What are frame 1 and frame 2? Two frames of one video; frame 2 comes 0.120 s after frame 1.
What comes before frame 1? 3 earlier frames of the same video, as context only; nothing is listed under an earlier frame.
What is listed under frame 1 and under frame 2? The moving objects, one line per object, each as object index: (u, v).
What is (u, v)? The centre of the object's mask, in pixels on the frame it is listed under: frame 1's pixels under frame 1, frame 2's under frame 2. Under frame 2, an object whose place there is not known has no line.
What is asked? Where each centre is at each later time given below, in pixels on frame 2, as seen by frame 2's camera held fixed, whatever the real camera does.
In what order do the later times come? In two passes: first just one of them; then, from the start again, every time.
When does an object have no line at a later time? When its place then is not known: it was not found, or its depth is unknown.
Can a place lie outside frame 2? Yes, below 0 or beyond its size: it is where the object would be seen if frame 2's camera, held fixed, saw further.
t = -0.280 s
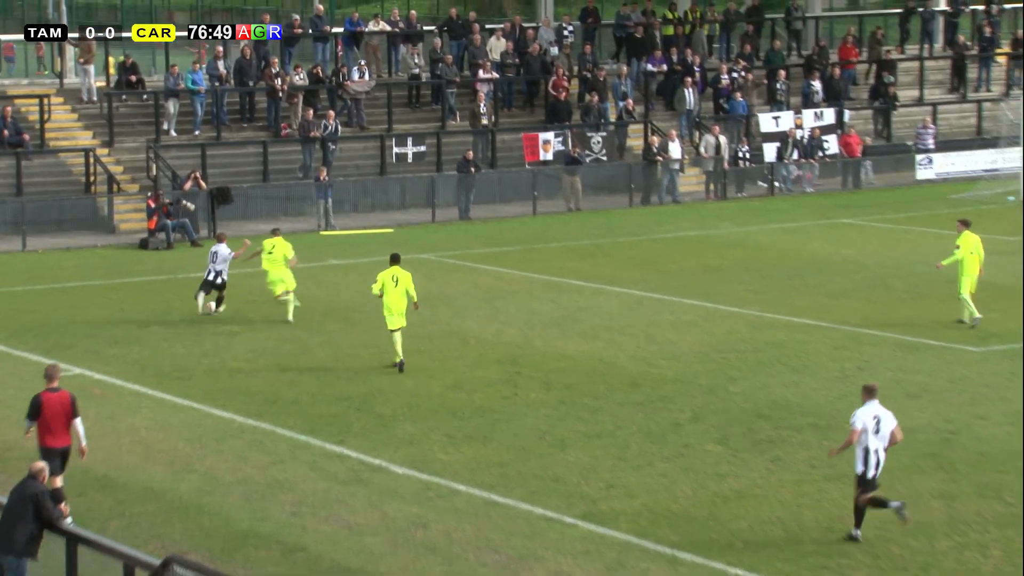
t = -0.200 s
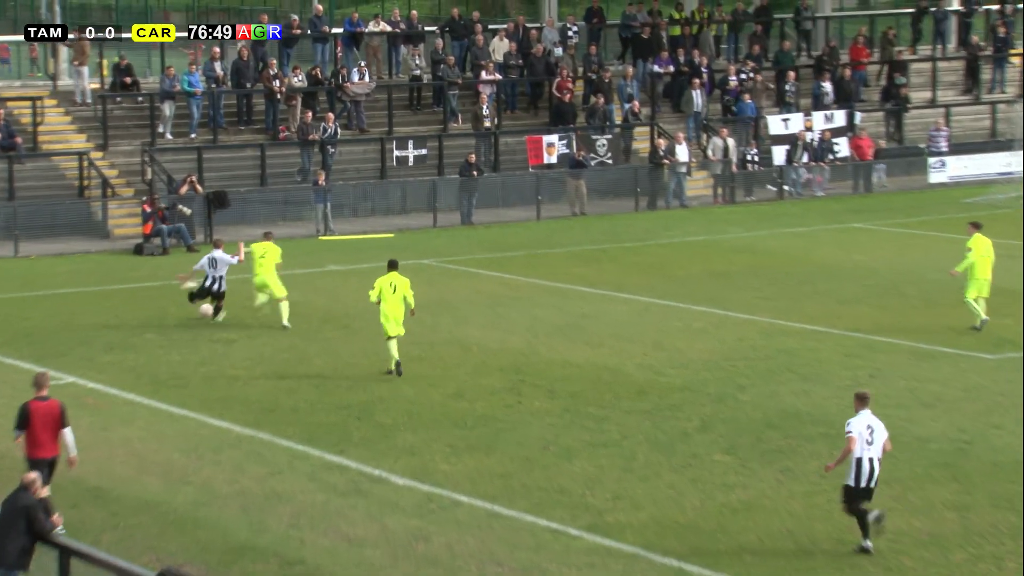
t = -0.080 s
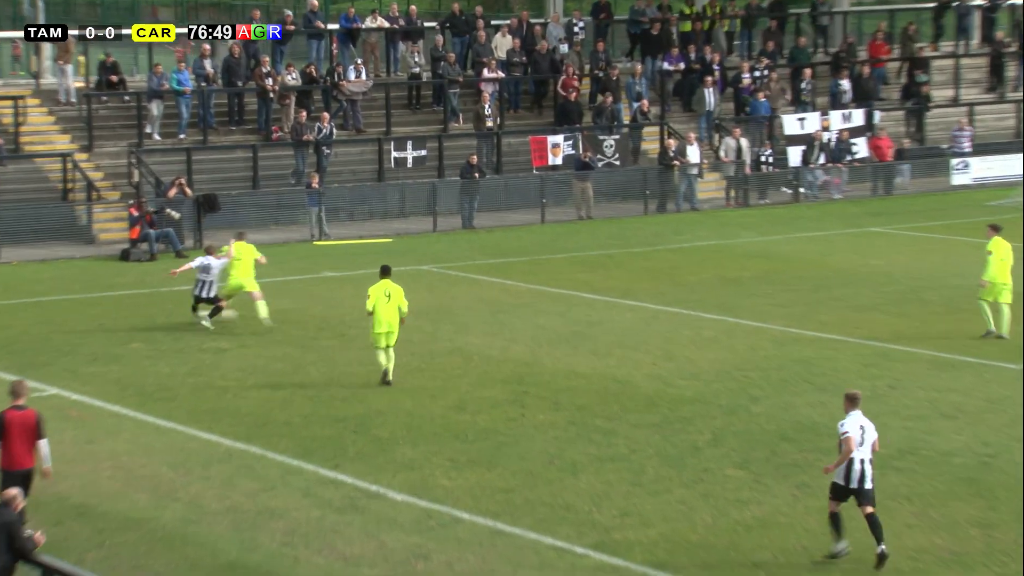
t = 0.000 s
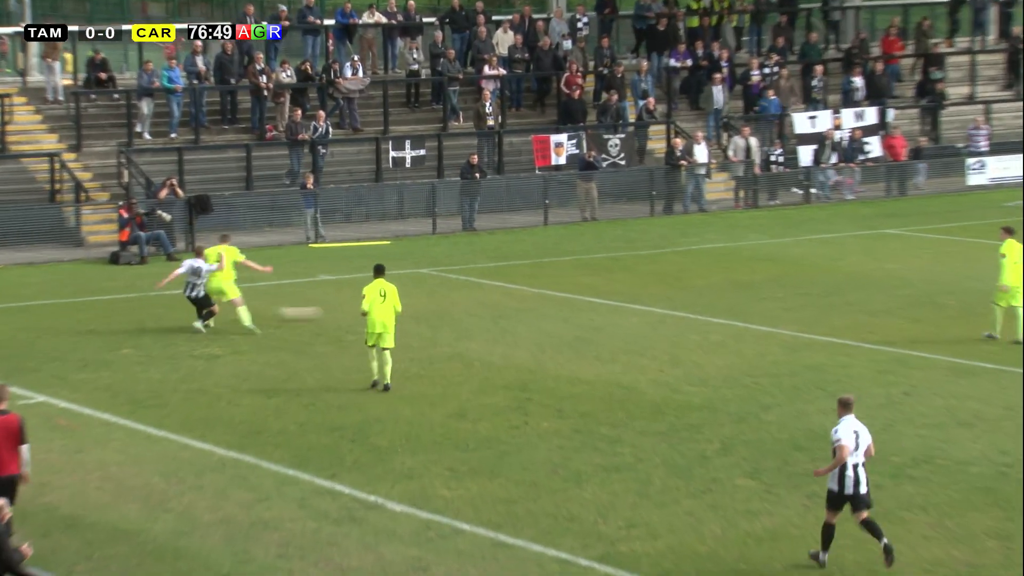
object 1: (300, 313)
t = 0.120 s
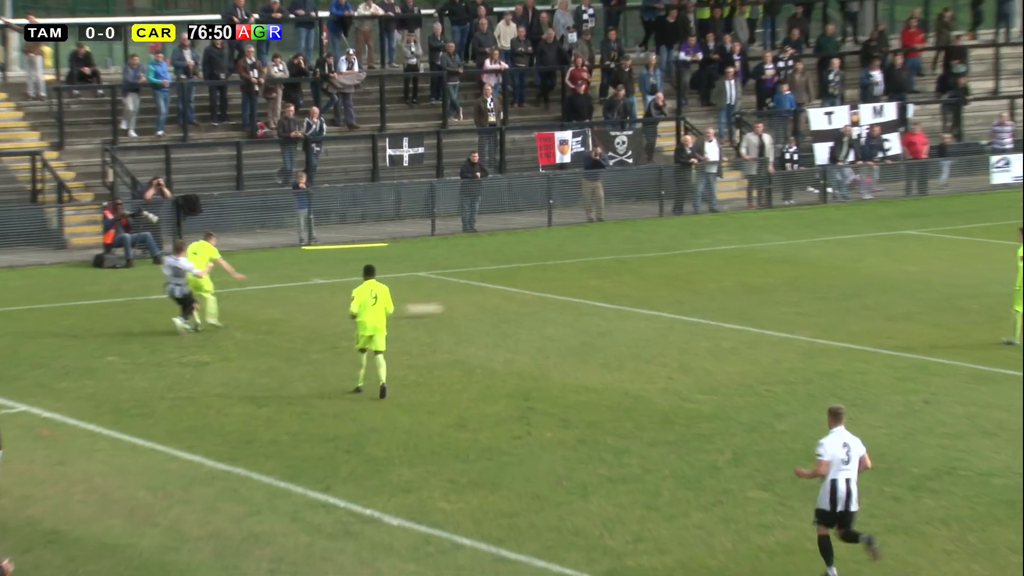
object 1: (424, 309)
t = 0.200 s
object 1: (500, 307)
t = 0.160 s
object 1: (461, 307)
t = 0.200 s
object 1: (500, 307)
